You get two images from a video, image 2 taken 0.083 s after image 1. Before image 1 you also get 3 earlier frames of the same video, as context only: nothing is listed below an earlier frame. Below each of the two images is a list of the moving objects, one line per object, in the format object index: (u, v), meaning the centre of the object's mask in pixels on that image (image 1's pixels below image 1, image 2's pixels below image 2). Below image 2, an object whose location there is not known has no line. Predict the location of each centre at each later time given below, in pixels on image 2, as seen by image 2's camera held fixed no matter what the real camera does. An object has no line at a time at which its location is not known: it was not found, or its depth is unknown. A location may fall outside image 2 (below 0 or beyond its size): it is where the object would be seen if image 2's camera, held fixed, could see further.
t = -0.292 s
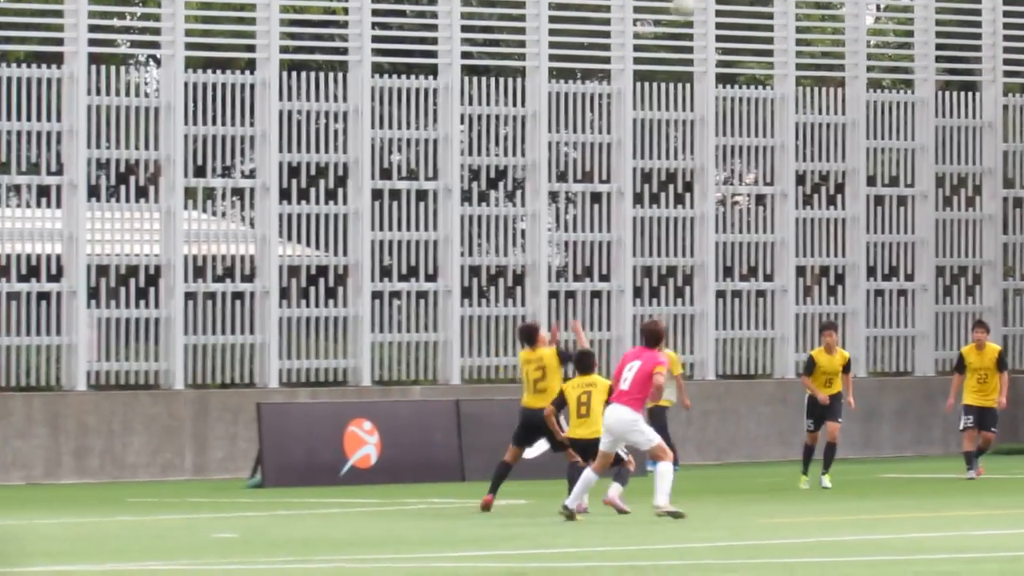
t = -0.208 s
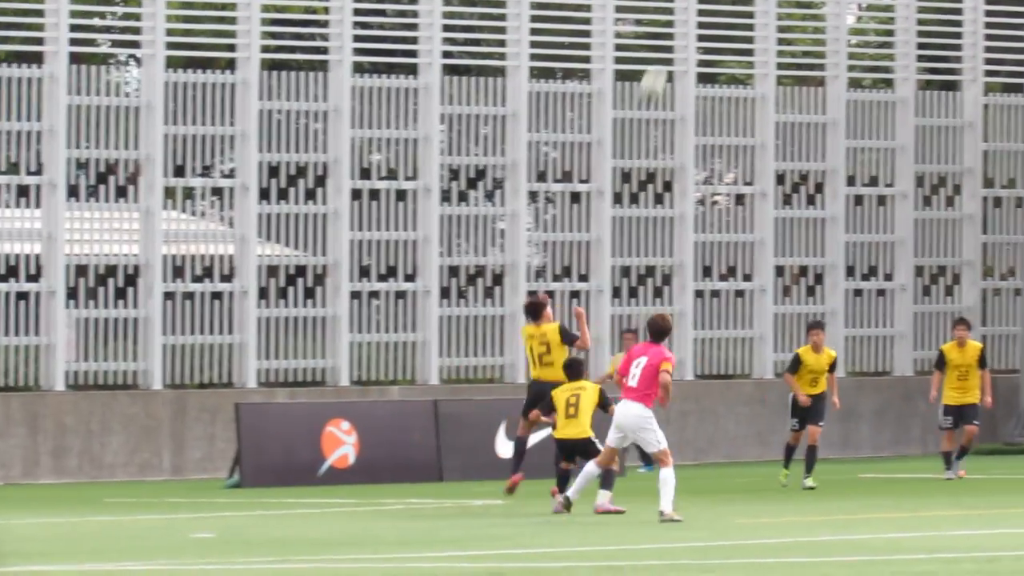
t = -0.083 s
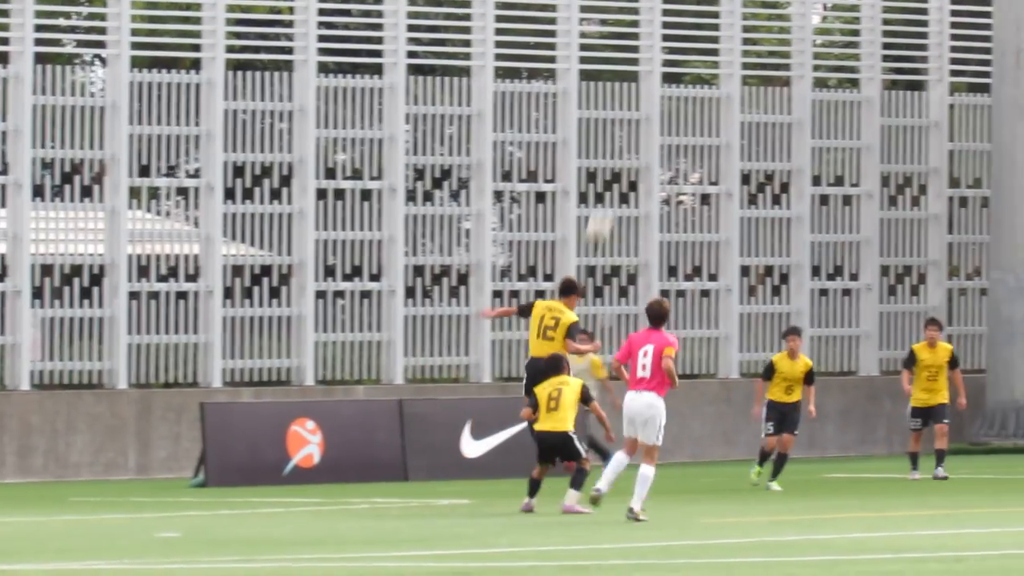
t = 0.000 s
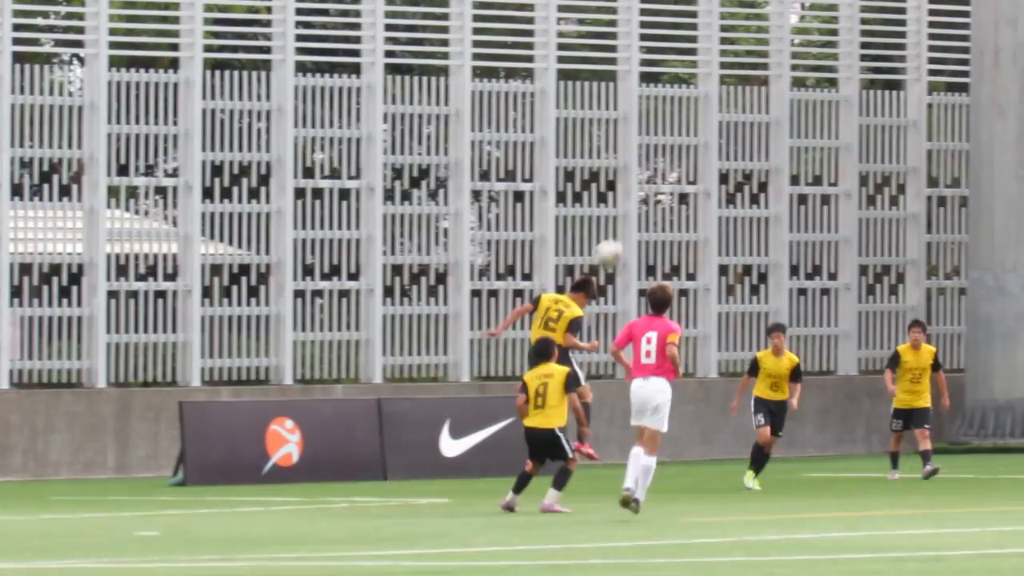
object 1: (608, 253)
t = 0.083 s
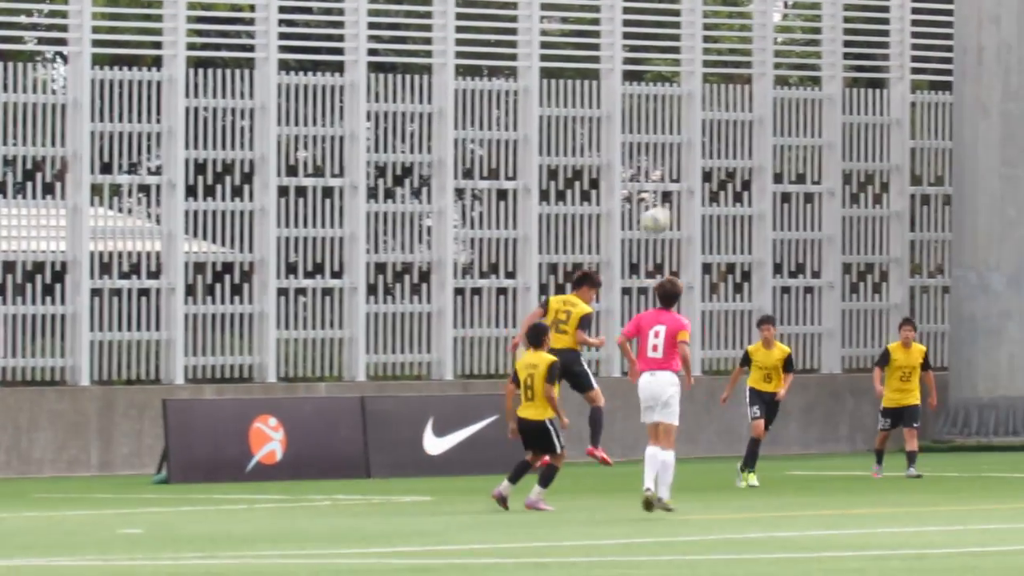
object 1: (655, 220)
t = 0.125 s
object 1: (689, 208)
